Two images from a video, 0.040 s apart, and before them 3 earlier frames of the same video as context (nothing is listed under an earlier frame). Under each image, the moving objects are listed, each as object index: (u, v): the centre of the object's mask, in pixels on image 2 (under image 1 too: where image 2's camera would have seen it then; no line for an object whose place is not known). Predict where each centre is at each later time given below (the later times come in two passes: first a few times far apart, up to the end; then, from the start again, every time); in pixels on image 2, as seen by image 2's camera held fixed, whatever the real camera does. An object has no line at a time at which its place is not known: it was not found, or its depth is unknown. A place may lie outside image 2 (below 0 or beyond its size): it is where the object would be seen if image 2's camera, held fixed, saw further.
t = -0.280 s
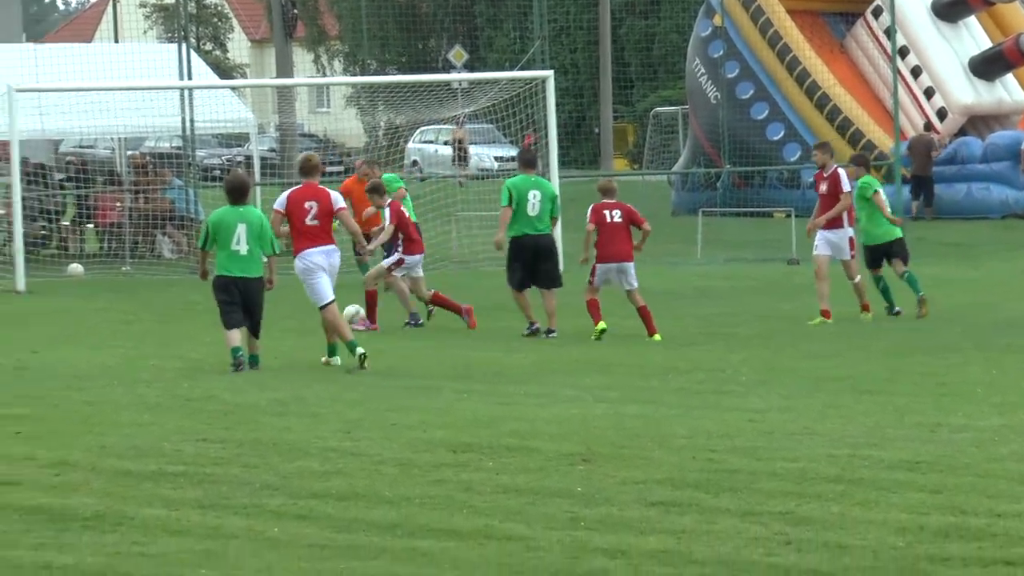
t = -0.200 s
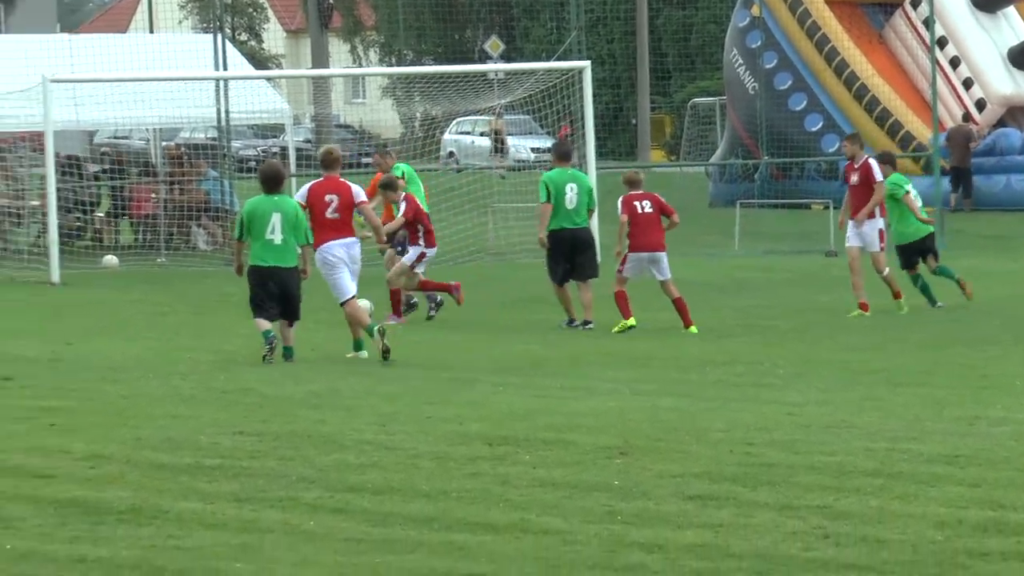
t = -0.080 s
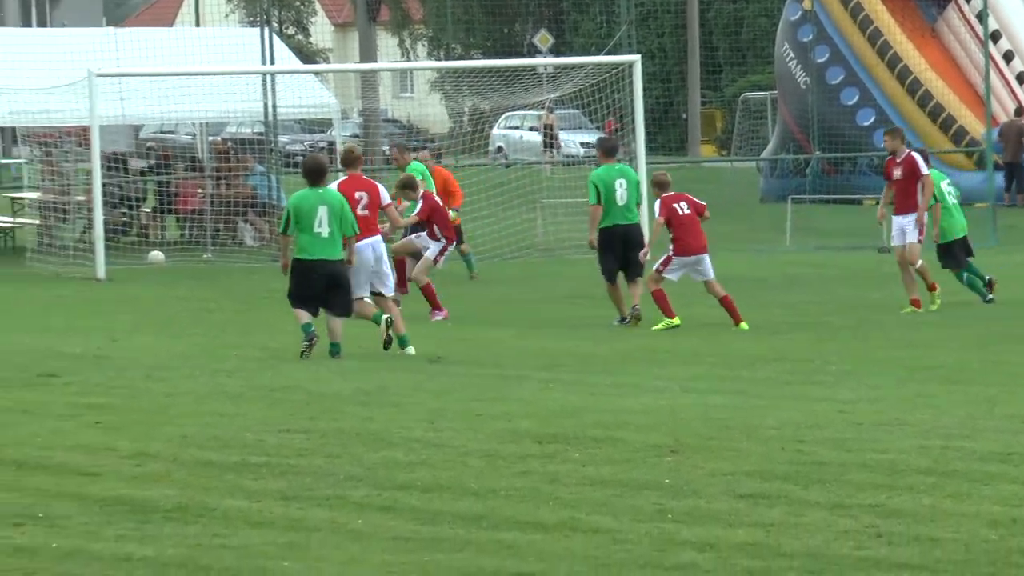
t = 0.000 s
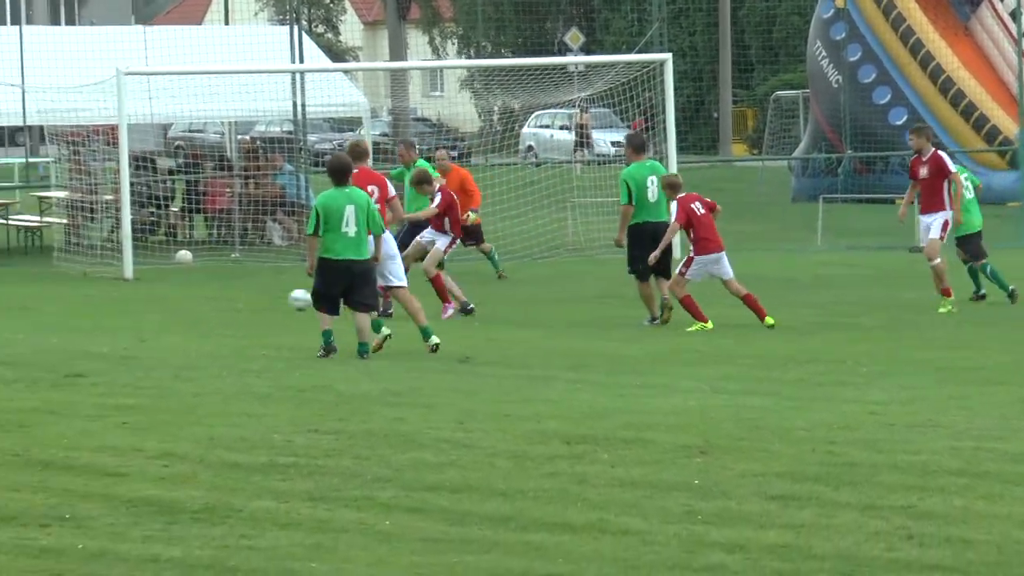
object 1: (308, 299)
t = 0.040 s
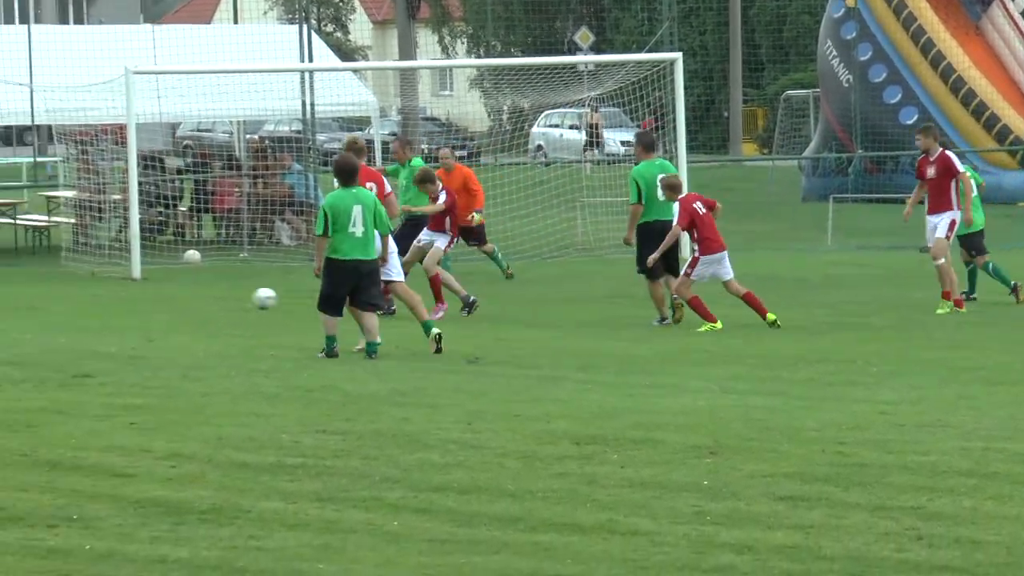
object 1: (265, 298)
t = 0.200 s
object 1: (93, 304)
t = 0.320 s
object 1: (-5, 302)
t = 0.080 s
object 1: (220, 299)
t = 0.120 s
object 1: (177, 301)
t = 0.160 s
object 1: (133, 303)
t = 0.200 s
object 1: (93, 304)
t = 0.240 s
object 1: (58, 303)
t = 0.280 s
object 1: (26, 302)
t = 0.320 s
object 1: (-5, 302)
